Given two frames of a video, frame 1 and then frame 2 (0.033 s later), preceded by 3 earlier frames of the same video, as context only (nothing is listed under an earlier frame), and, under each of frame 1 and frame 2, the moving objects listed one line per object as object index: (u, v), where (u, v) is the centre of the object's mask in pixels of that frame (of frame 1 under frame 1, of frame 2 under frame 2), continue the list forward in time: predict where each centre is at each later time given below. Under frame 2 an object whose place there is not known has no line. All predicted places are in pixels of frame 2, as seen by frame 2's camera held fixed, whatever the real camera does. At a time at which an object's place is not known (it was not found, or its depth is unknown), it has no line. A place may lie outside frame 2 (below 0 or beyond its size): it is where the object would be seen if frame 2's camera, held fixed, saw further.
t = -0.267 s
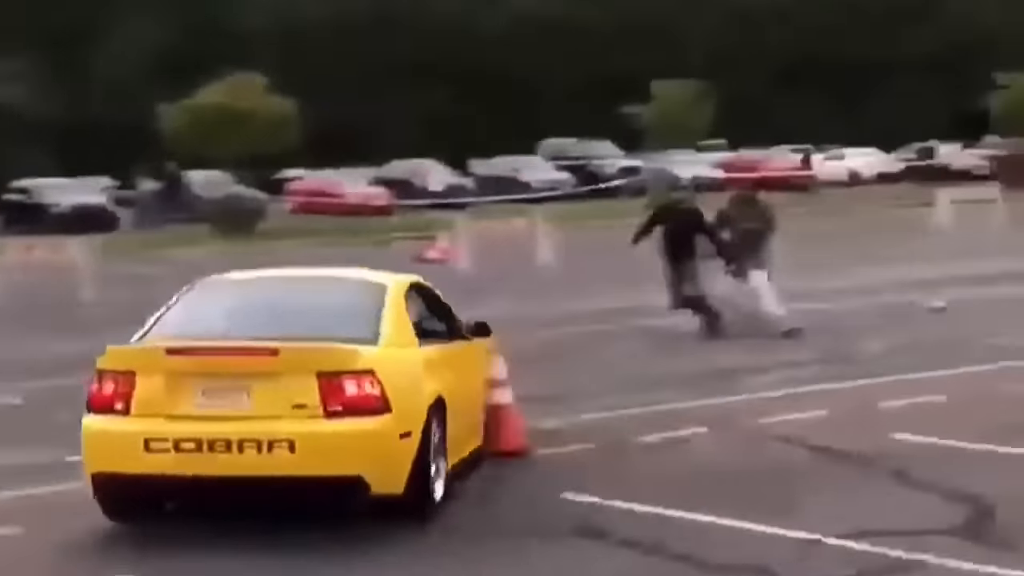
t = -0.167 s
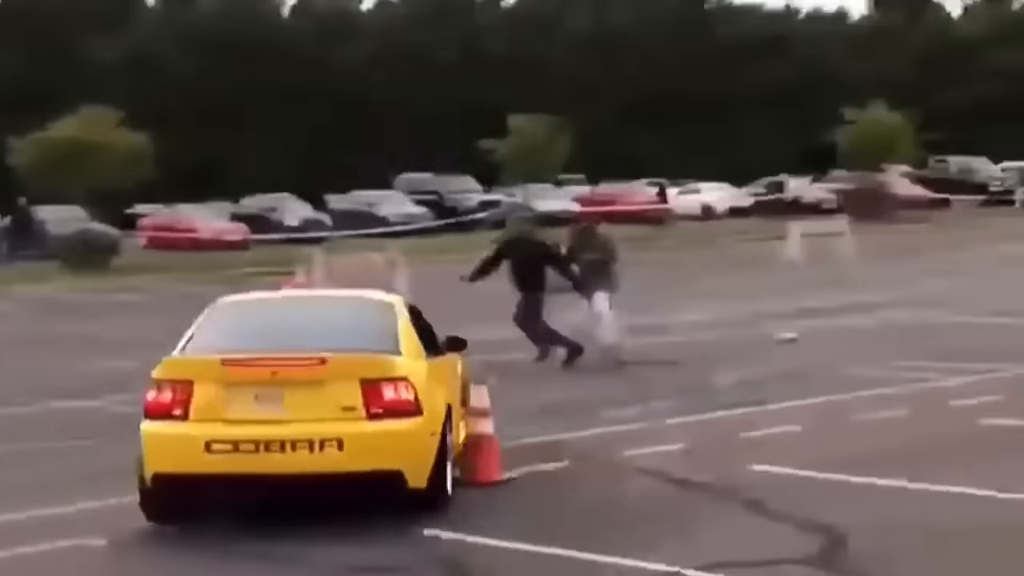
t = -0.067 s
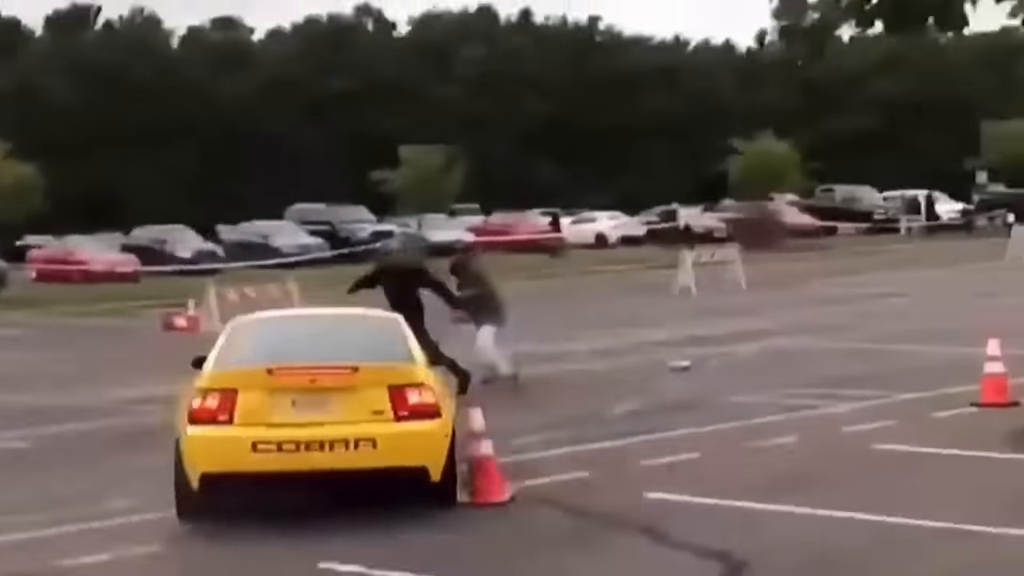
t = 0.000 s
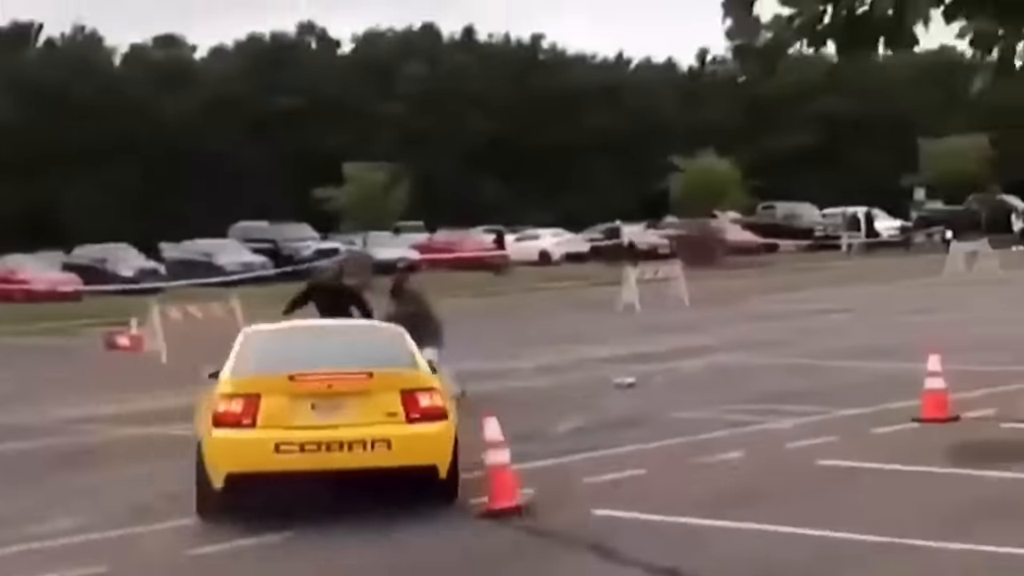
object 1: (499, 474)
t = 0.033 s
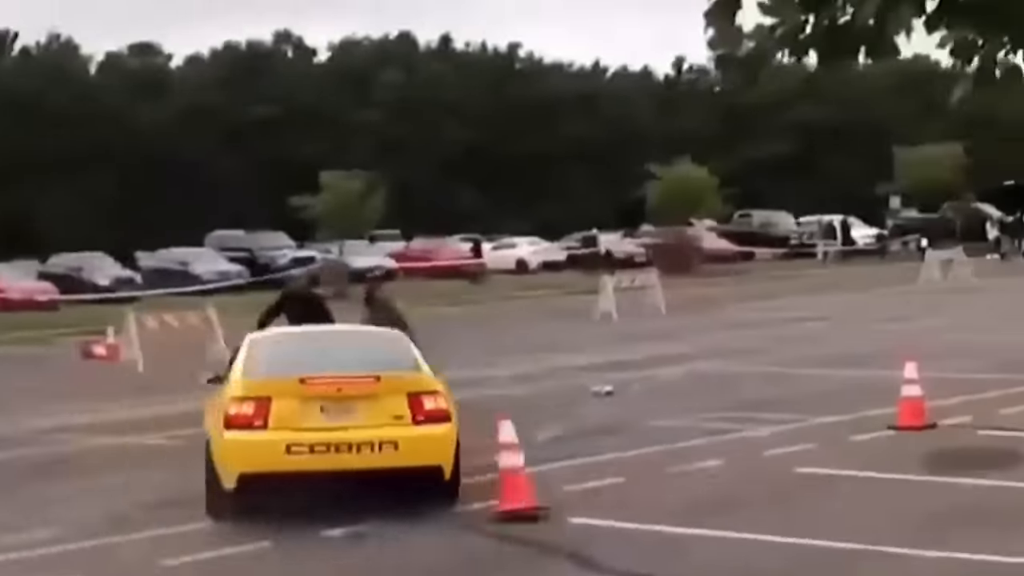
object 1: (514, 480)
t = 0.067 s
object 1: (543, 474)
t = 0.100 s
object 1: (571, 472)
